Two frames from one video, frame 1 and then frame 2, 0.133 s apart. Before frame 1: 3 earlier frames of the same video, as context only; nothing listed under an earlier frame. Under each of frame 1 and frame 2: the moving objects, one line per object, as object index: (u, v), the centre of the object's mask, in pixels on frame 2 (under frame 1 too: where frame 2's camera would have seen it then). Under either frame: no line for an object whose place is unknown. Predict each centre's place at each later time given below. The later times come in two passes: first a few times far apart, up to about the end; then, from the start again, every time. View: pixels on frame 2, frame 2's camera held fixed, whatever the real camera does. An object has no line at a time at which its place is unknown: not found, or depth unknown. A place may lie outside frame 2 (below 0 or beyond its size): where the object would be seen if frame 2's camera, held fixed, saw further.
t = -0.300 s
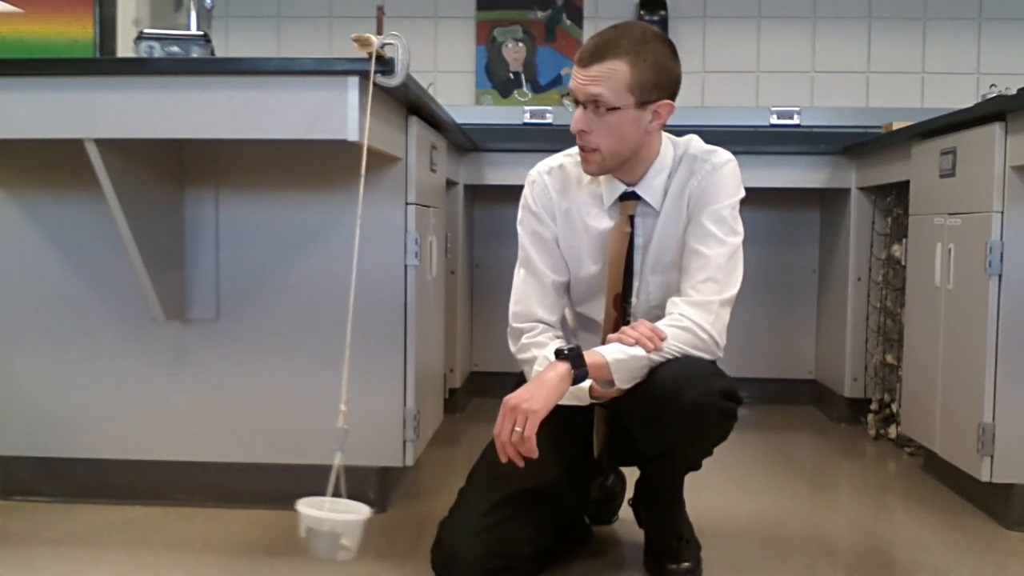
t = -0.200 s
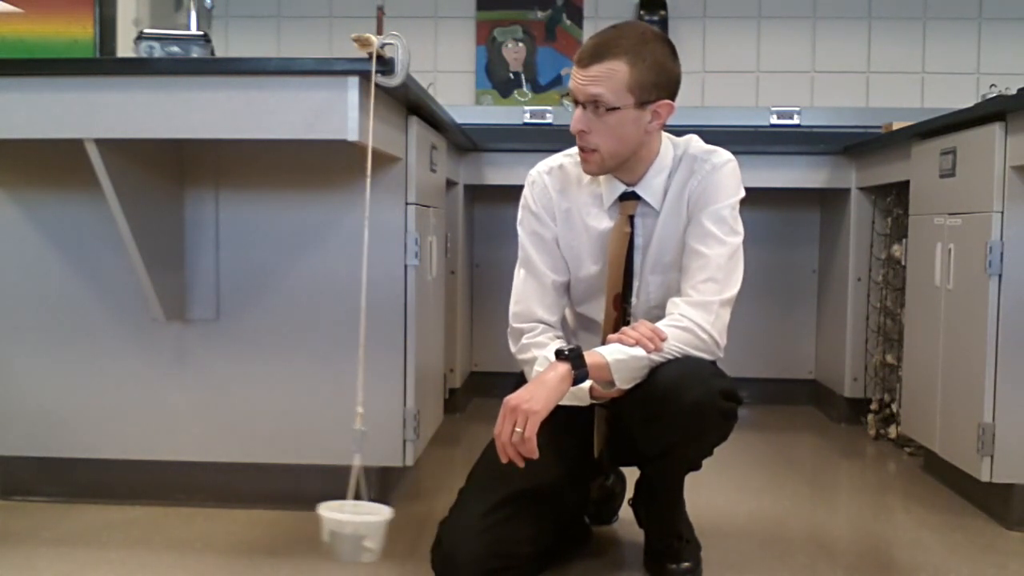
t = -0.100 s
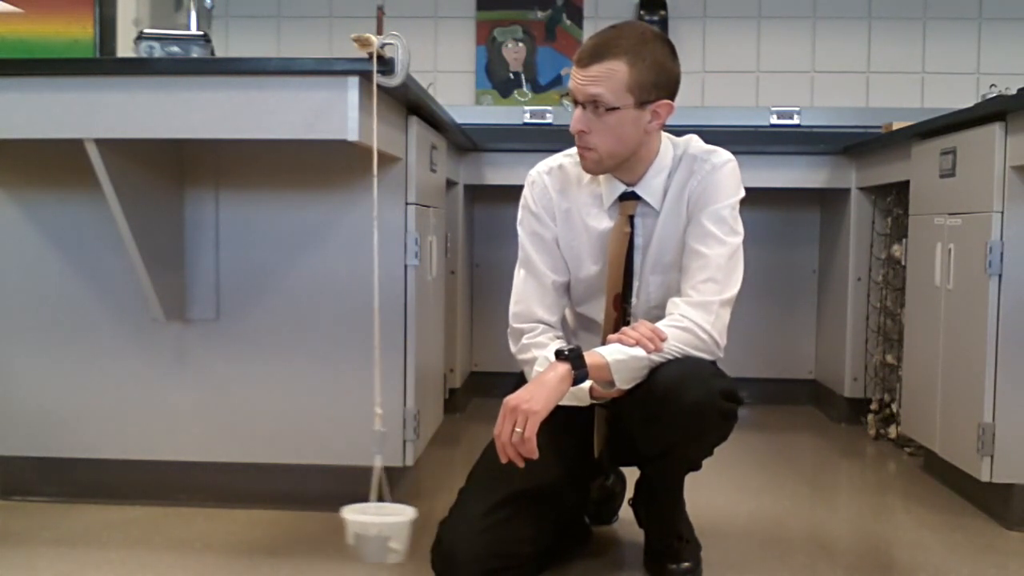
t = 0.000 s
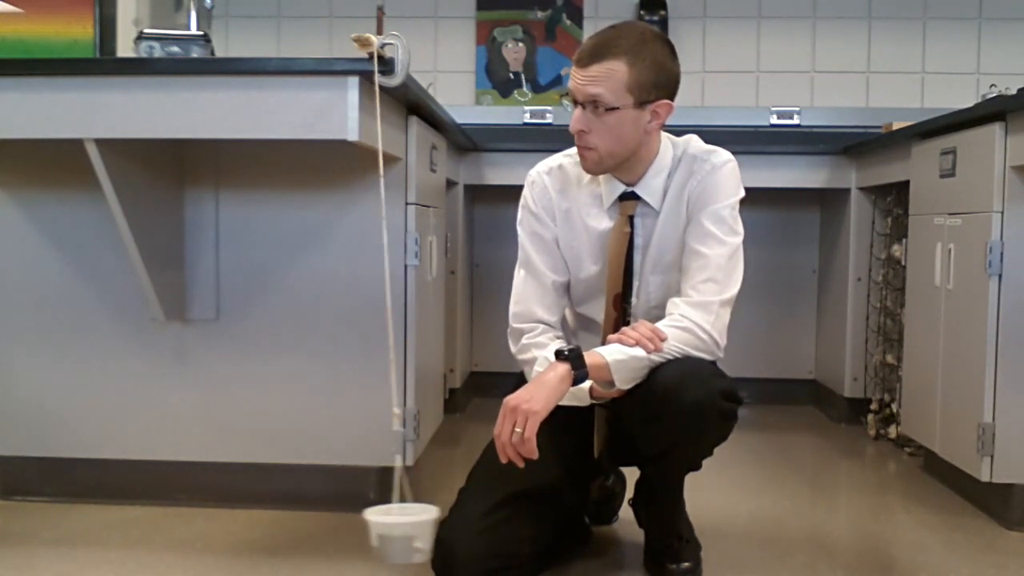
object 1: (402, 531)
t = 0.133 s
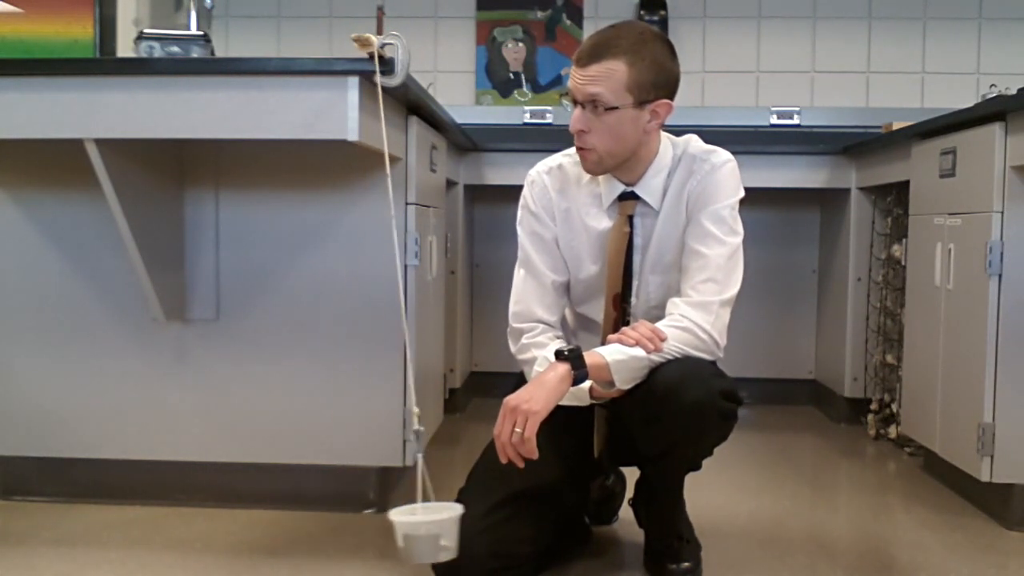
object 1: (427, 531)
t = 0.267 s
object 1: (440, 530)
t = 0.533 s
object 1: (421, 531)
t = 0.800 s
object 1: (361, 529)
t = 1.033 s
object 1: (314, 523)
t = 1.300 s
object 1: (305, 522)
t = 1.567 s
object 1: (349, 528)
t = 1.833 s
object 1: (410, 531)
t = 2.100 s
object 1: (440, 530)
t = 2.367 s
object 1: (412, 531)
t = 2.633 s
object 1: (351, 528)
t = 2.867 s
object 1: (309, 523)
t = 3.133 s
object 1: (310, 523)
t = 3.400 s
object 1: (360, 529)
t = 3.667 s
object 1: (418, 531)
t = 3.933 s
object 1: (438, 531)
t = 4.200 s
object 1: (403, 531)
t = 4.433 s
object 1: (349, 528)
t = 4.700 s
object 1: (307, 522)
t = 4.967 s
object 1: (316, 524)
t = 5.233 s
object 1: (370, 530)
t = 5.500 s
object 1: (424, 531)
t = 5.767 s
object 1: (435, 531)
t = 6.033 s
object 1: (392, 531)
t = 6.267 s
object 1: (339, 527)
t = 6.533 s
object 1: (305, 521)
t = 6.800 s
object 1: (324, 525)
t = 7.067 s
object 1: (381, 530)
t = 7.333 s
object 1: (430, 530)
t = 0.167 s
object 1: (432, 530)
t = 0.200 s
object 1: (435, 530)
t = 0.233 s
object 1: (438, 530)
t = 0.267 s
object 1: (440, 530)
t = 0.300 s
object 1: (440, 530)
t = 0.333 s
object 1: (440, 530)
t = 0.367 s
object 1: (439, 530)
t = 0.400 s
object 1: (437, 530)
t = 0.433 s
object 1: (434, 530)
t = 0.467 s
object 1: (430, 531)
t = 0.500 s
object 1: (426, 531)
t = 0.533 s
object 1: (421, 531)
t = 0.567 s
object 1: (415, 531)
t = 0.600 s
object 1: (408, 531)
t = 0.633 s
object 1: (401, 531)
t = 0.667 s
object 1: (393, 531)
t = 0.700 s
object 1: (385, 531)
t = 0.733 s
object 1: (378, 531)
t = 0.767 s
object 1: (369, 529)
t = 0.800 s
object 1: (361, 529)
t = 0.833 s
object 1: (353, 528)
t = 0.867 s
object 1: (346, 528)
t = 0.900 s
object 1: (338, 527)
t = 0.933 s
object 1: (331, 526)
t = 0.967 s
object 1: (325, 525)
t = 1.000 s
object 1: (319, 524)
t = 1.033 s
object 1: (314, 523)
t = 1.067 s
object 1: (310, 522)
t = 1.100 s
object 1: (306, 522)
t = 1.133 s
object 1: (304, 521)
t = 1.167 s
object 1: (302, 521)
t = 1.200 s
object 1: (301, 521)
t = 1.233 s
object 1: (302, 521)
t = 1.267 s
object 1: (303, 521)
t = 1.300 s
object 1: (305, 522)
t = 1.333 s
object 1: (308, 522)
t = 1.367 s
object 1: (312, 523)
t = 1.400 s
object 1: (316, 524)
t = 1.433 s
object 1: (321, 524)
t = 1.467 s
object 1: (328, 525)
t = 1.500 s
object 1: (334, 526)
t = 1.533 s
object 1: (341, 527)
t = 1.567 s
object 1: (349, 528)
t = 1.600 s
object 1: (357, 529)
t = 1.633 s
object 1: (365, 530)
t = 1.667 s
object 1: (373, 530)
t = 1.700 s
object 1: (381, 530)
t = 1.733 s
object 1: (389, 531)
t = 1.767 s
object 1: (397, 531)
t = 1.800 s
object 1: (404, 531)
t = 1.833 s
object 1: (410, 531)
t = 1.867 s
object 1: (417, 531)
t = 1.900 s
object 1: (422, 531)
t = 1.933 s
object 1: (427, 531)
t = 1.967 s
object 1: (432, 531)
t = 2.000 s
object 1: (435, 530)
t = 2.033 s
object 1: (437, 530)
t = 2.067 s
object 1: (439, 530)
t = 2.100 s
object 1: (440, 530)
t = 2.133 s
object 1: (439, 530)
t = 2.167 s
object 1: (438, 530)
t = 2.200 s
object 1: (436, 530)
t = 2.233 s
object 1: (432, 531)
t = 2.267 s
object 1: (428, 531)
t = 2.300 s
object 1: (423, 531)
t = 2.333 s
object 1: (418, 531)
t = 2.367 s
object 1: (412, 531)
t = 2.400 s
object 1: (405, 531)
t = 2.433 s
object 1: (399, 531)
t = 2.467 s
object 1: (391, 531)
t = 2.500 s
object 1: (383, 531)
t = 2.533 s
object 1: (375, 530)
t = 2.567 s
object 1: (367, 530)
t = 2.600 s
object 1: (359, 529)
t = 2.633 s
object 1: (351, 528)
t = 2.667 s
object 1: (344, 528)
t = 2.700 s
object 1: (336, 527)
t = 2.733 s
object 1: (330, 526)
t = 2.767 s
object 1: (324, 525)
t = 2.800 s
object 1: (318, 524)
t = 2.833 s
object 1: (313, 523)
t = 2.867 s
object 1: (309, 523)
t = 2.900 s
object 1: (306, 522)
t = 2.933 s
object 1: (304, 521)
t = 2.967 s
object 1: (303, 521)
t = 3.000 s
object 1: (303, 521)
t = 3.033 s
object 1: (303, 521)
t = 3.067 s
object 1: (305, 521)
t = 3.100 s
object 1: (307, 522)
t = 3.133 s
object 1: (310, 523)
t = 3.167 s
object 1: (314, 523)
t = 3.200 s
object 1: (319, 524)
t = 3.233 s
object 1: (324, 525)
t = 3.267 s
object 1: (330, 526)
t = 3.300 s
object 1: (337, 527)
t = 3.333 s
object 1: (344, 528)
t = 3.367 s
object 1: (352, 529)
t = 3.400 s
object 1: (360, 529)
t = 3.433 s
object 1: (367, 530)
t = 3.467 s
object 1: (376, 531)
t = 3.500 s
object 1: (384, 531)
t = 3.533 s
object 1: (391, 531)
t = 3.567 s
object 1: (399, 531)
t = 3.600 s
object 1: (406, 531)
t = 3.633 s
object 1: (412, 531)
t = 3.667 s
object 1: (418, 531)
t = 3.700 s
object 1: (424, 531)
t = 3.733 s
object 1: (429, 531)
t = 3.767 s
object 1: (433, 531)
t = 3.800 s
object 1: (436, 531)
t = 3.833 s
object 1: (438, 531)
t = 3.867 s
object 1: (439, 530)
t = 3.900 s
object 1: (439, 530)
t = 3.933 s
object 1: (438, 531)
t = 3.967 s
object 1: (437, 530)
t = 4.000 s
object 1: (434, 530)
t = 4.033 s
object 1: (430, 531)
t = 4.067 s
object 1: (426, 531)
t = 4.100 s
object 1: (421, 531)
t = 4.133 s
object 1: (415, 531)
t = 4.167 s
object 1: (409, 531)
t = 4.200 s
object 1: (403, 531)
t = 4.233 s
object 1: (396, 531)
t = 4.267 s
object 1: (388, 531)
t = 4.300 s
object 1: (380, 530)
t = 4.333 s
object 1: (372, 530)
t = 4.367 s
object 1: (364, 530)
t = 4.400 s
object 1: (356, 529)
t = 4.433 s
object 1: (349, 528)
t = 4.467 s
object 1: (341, 527)
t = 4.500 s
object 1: (334, 527)
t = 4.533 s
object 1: (328, 526)
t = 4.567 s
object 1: (322, 525)
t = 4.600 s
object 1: (317, 524)
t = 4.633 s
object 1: (313, 523)
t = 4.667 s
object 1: (309, 522)
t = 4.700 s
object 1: (307, 522)
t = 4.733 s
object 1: (305, 521)
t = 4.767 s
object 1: (304, 521)
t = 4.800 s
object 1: (304, 521)
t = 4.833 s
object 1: (304, 521)
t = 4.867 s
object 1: (306, 522)
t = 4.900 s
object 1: (309, 522)
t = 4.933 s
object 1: (312, 523)
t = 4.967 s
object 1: (316, 524)
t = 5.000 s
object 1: (321, 525)
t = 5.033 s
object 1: (327, 526)
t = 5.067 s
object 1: (333, 526)
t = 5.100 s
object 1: (340, 527)
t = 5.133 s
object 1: (347, 528)
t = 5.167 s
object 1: (354, 529)
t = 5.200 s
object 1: (362, 529)
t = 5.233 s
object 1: (370, 530)
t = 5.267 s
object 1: (378, 531)
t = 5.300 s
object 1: (386, 531)
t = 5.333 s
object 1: (393, 531)
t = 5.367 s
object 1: (400, 531)
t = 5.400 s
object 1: (408, 531)
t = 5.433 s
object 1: (414, 531)
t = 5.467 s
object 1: (419, 531)
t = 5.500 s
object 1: (424, 531)
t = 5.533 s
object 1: (429, 531)
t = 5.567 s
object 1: (433, 531)
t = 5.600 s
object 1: (435, 531)
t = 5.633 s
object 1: (437, 531)
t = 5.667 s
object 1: (438, 530)
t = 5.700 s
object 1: (437, 530)
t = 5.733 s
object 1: (436, 530)
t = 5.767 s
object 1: (435, 531)
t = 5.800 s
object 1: (432, 531)
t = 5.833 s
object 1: (428, 531)
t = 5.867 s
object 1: (424, 531)
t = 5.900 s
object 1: (418, 531)
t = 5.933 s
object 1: (412, 531)
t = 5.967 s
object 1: (406, 531)
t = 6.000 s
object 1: (400, 531)
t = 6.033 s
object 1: (392, 531)
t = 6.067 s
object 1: (385, 531)
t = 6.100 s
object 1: (377, 530)
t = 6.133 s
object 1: (369, 530)
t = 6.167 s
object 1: (361, 529)
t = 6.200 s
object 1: (354, 529)
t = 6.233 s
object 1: (346, 528)
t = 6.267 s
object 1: (339, 527)
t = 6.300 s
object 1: (333, 526)
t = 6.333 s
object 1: (327, 525)
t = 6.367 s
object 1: (321, 524)
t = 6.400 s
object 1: (316, 524)
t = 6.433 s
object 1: (312, 523)
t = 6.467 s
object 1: (309, 522)
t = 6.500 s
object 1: (307, 522)
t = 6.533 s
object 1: (305, 521)
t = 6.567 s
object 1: (305, 521)
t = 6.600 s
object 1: (305, 521)
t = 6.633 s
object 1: (306, 522)
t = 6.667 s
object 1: (308, 522)
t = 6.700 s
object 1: (310, 522)
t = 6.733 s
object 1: (314, 523)
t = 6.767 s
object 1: (319, 524)
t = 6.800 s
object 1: (324, 525)
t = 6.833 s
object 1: (329, 526)
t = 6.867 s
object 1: (335, 527)
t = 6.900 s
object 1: (343, 527)
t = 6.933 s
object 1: (350, 528)
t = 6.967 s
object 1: (357, 529)
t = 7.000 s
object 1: (365, 529)
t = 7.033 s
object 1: (373, 530)
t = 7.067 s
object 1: (381, 530)
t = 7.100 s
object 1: (388, 530)
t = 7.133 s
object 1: (396, 530)
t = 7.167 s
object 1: (403, 530)
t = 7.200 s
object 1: (409, 531)
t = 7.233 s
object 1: (416, 531)
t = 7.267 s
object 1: (421, 531)
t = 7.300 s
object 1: (426, 531)
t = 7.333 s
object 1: (430, 530)
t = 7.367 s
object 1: (433, 531)
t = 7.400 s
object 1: (435, 531)
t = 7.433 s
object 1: (436, 531)
